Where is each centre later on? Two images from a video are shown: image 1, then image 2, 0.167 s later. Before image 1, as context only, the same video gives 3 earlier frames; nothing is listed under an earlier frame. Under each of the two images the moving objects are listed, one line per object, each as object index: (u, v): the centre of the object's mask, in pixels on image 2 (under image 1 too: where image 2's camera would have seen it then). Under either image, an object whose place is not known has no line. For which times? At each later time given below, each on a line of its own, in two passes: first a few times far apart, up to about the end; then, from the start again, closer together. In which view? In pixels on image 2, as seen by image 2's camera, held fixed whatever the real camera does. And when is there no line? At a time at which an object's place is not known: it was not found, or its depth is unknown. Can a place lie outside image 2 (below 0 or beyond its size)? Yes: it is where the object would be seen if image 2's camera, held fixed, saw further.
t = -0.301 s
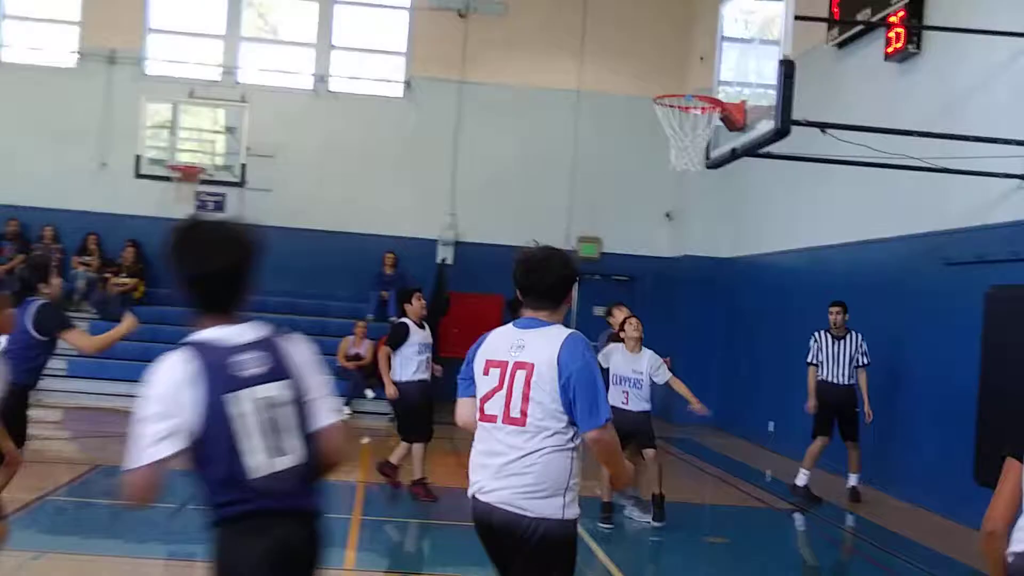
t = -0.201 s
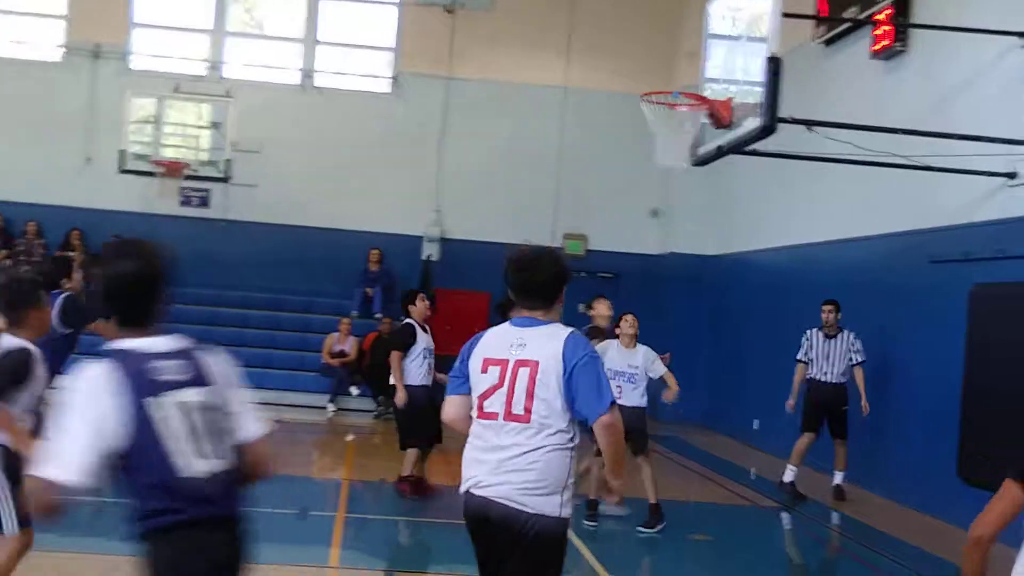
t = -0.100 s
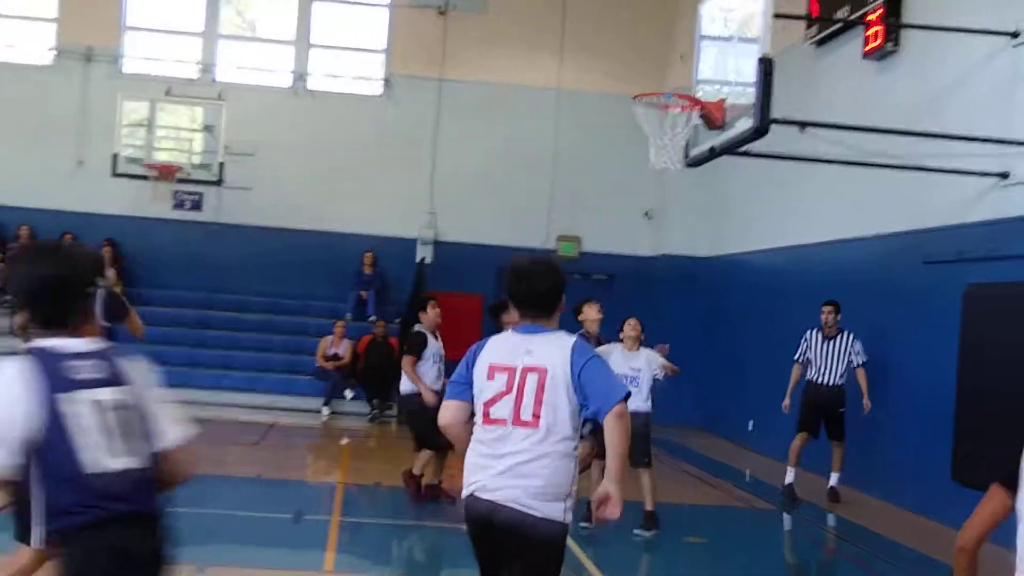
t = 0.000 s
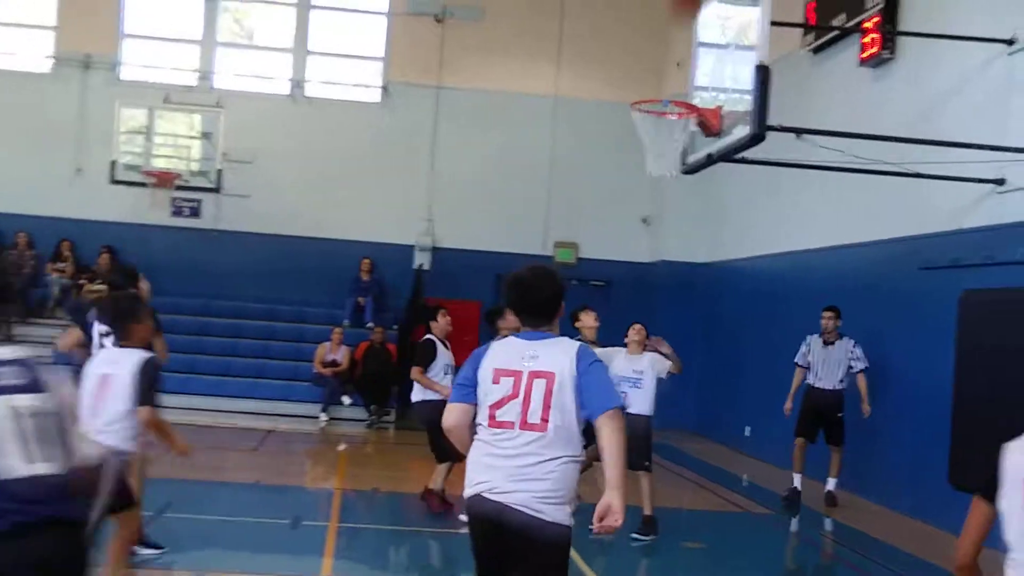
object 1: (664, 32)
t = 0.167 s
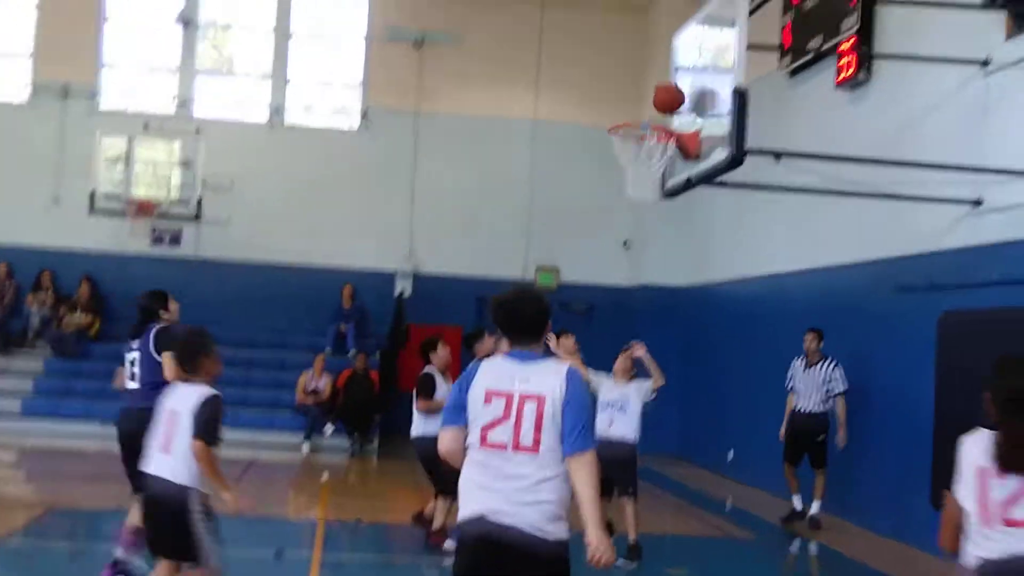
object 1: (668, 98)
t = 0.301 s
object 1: (645, 64)
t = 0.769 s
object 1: (546, 124)
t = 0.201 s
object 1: (664, 86)
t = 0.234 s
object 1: (657, 77)
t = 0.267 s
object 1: (652, 69)
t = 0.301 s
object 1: (645, 64)
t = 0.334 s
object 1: (637, 59)
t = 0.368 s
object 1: (631, 56)
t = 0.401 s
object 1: (621, 54)
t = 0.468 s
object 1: (607, 55)
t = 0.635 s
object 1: (573, 80)
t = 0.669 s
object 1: (568, 89)
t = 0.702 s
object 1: (560, 100)
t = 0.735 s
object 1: (552, 110)
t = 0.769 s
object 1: (546, 124)
